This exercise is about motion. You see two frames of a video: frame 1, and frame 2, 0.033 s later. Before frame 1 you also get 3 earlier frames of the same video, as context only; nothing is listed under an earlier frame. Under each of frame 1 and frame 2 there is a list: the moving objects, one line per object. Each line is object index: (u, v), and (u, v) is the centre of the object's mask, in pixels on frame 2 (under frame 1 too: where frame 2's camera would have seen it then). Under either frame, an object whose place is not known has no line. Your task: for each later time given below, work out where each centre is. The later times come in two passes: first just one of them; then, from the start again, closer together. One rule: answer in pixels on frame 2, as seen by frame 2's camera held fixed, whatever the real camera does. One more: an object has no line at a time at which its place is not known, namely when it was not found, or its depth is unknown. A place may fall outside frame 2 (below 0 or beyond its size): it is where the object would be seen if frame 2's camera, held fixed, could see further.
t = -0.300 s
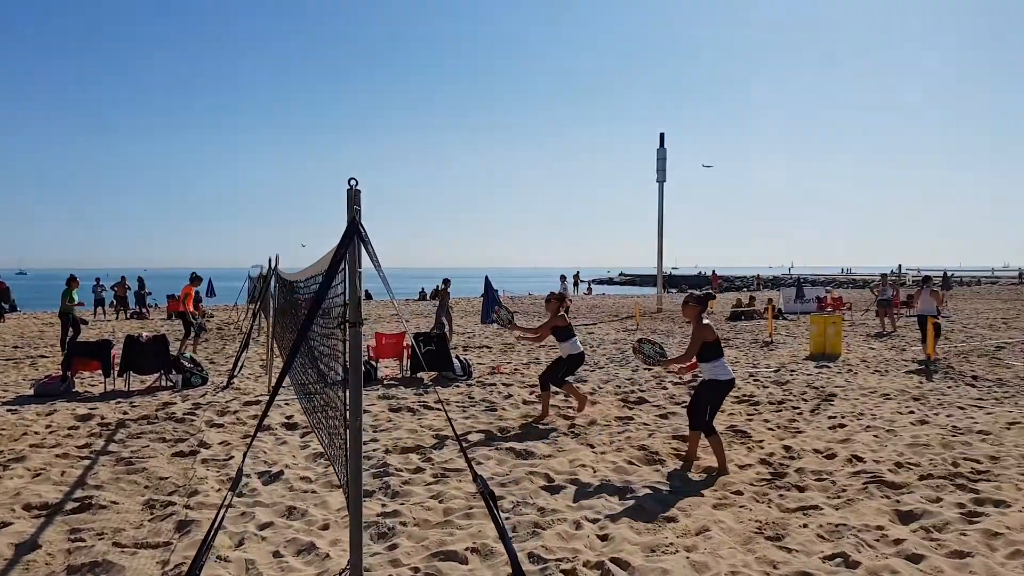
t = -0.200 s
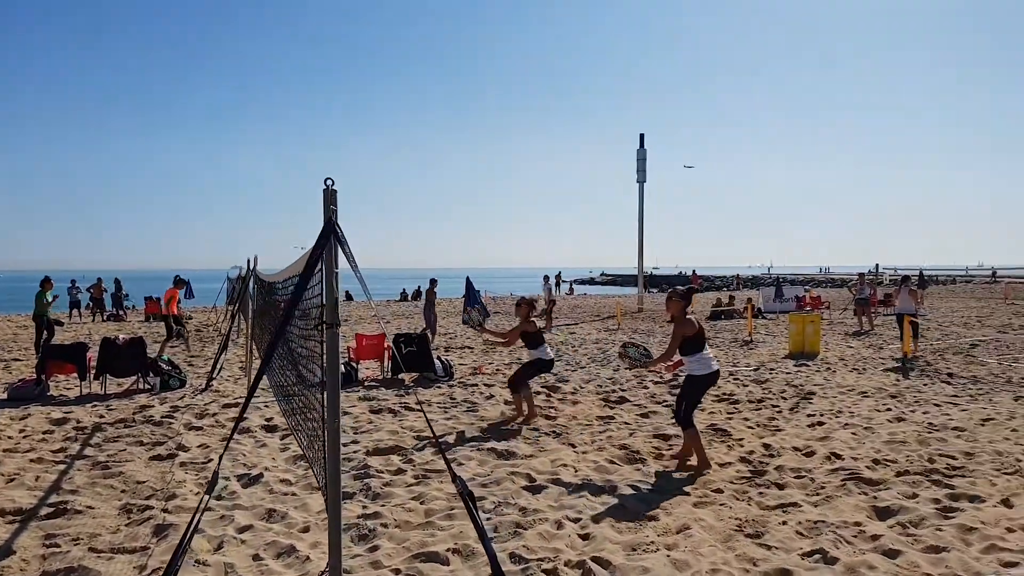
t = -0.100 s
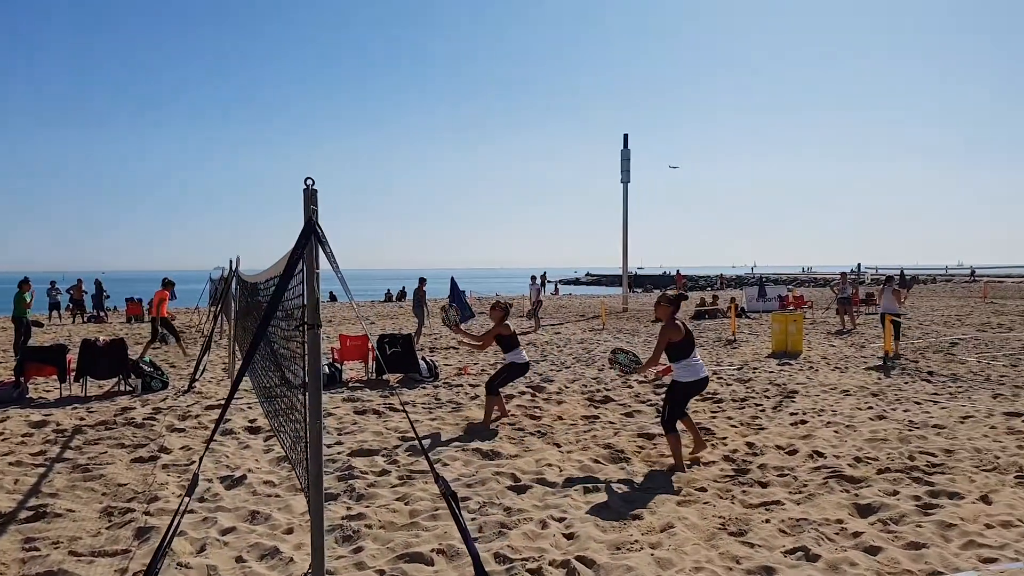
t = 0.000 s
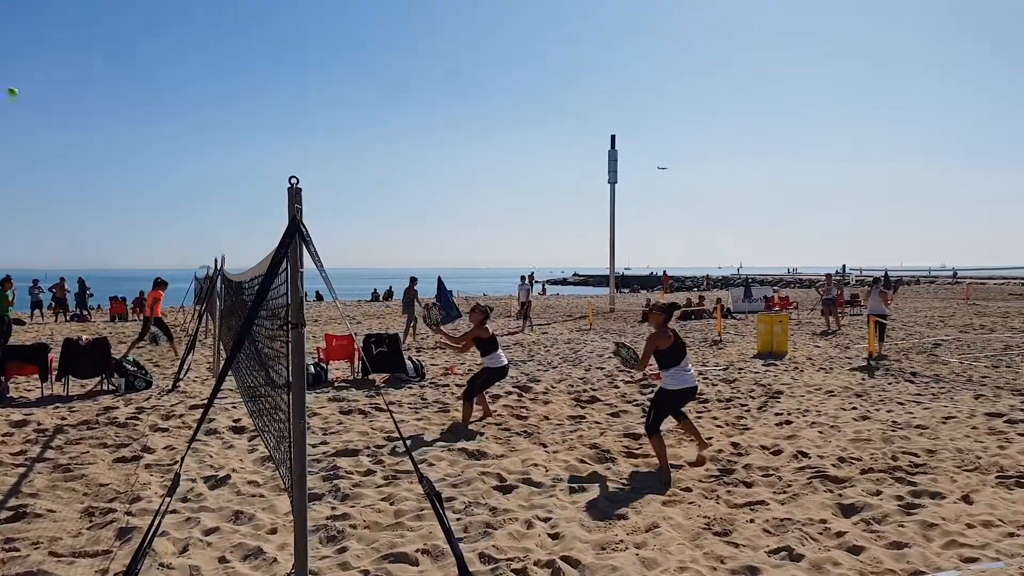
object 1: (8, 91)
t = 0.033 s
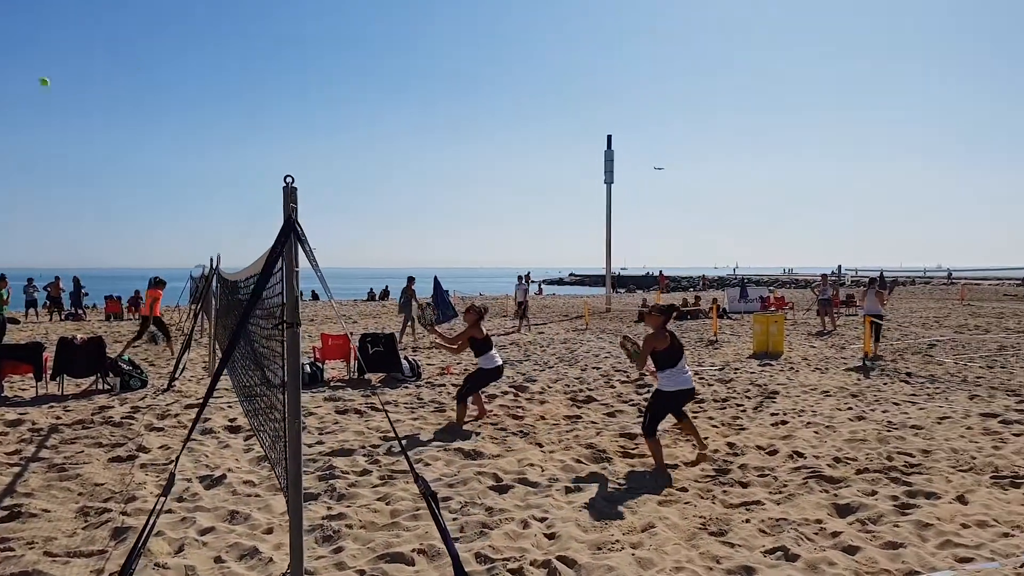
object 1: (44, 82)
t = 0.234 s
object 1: (228, 62)
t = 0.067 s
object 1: (78, 74)
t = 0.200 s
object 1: (201, 61)
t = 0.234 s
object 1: (228, 62)
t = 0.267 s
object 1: (255, 62)
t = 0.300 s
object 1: (280, 64)
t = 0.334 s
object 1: (306, 69)
